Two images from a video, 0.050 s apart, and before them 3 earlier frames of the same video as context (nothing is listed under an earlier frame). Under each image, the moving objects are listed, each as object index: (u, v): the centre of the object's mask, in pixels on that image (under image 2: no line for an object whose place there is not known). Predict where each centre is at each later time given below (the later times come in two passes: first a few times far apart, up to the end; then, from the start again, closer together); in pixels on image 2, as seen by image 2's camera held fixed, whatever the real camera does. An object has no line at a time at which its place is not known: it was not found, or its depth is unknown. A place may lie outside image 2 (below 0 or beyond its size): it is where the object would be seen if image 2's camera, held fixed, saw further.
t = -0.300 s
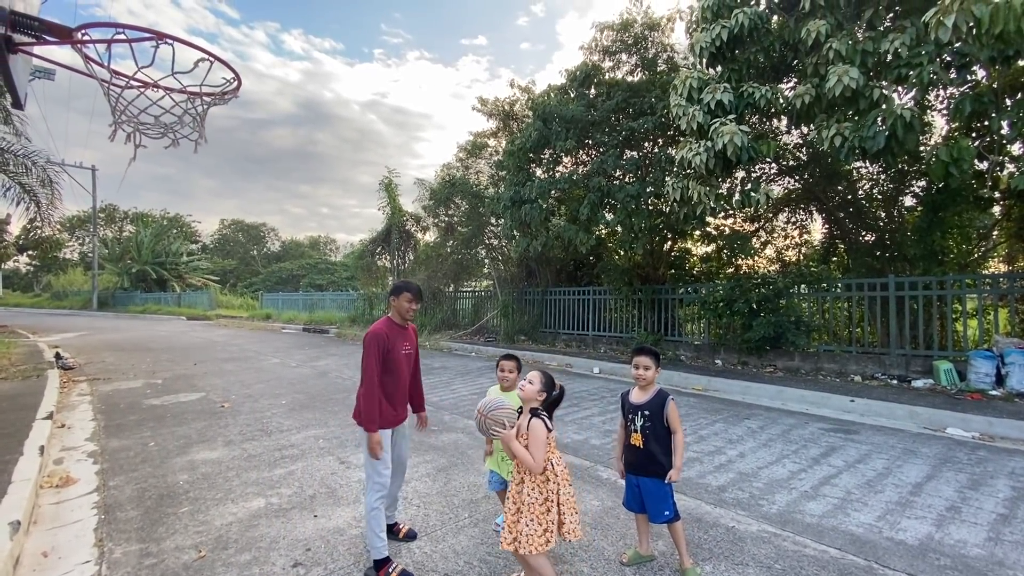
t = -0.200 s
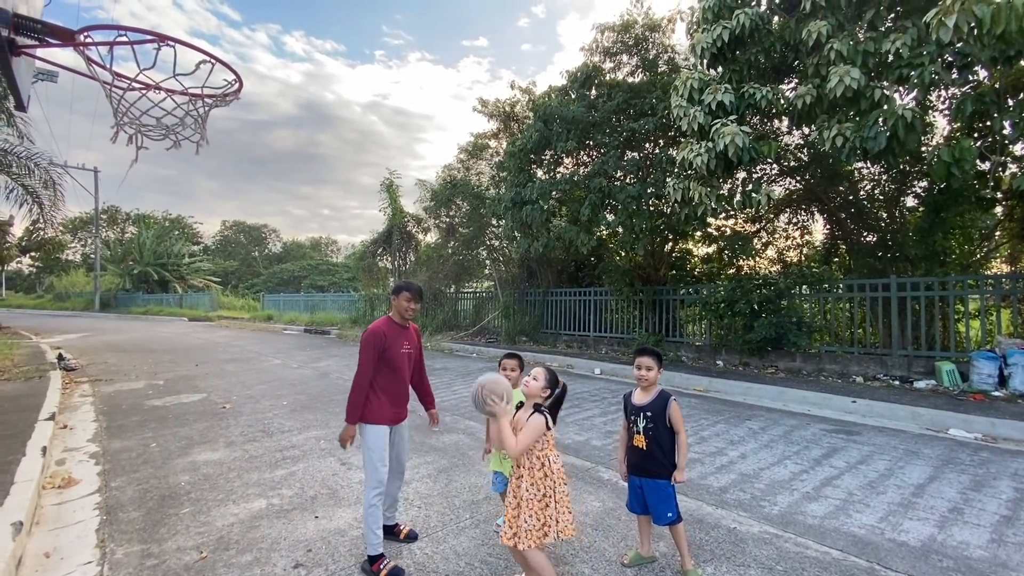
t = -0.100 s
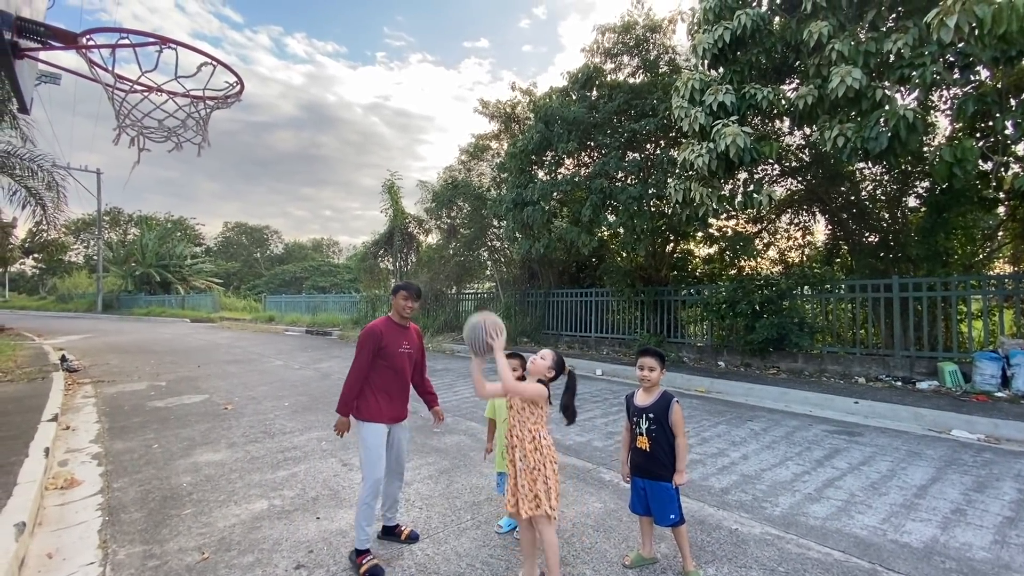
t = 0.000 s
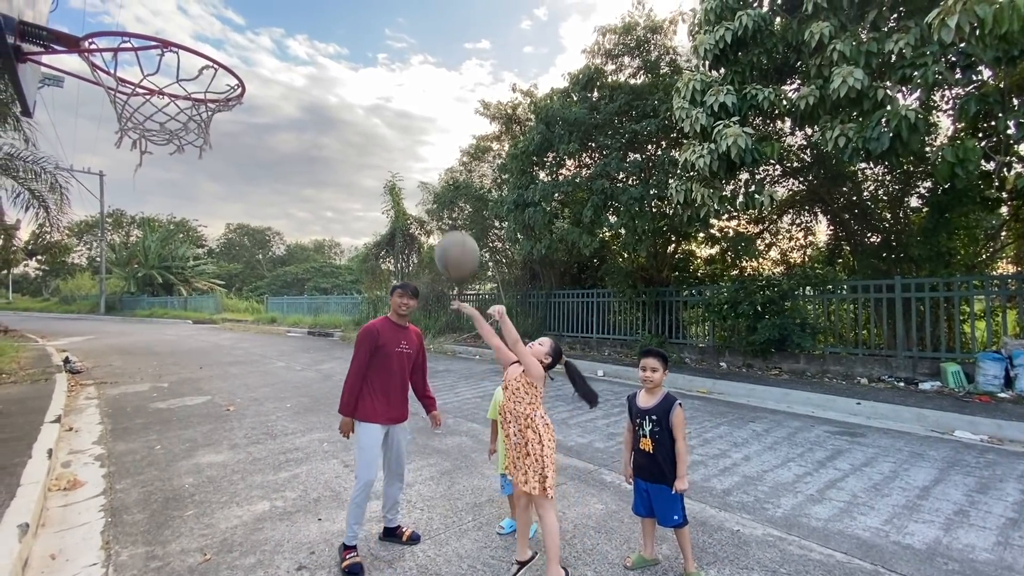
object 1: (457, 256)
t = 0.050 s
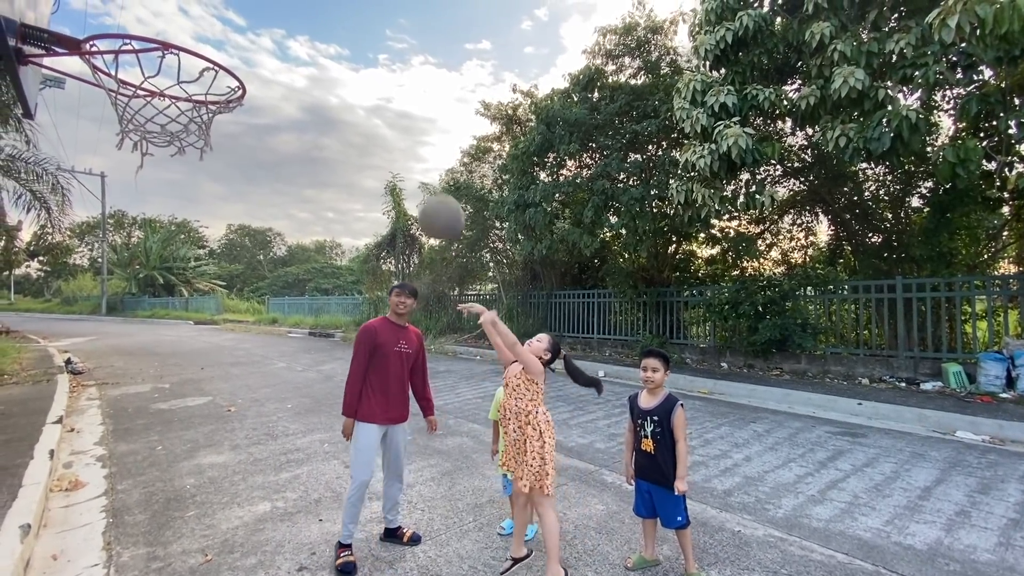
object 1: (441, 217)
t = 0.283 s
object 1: (368, 100)
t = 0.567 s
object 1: (305, 48)
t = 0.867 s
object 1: (225, 39)
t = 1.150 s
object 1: (136, 130)
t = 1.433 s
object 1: (191, 314)
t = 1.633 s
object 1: (219, 516)
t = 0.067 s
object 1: (435, 206)
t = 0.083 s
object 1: (429, 194)
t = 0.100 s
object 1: (423, 183)
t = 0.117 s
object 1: (416, 171)
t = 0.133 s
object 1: (410, 160)
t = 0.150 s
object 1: (404, 150)
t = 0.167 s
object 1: (398, 139)
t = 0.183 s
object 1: (391, 130)
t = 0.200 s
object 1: (385, 121)
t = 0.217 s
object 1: (381, 117)
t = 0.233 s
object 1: (378, 112)
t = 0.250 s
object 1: (375, 108)
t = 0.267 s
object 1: (371, 104)
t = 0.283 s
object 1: (368, 100)
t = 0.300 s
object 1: (364, 95)
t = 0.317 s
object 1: (361, 92)
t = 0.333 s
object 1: (357, 88)
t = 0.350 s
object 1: (354, 84)
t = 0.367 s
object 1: (350, 81)
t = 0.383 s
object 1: (347, 77)
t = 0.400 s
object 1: (343, 74)
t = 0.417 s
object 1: (339, 71)
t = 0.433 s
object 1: (336, 68)
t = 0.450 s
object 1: (332, 65)
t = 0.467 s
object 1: (328, 62)
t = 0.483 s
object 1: (324, 59)
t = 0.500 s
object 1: (321, 57)
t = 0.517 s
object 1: (317, 54)
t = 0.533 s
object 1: (312, 52)
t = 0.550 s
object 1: (308, 50)
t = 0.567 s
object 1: (305, 48)
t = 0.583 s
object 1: (300, 46)
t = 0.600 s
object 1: (297, 44)
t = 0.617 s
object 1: (292, 43)
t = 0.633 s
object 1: (288, 41)
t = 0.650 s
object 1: (284, 40)
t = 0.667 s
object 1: (280, 39)
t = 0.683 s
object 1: (276, 38)
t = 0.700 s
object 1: (271, 37)
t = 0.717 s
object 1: (267, 37)
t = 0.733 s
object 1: (262, 36)
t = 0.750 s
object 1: (258, 36)
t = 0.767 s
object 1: (253, 36)
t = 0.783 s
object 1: (249, 36)
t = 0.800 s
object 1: (244, 37)
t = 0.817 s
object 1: (240, 37)
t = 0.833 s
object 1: (235, 37)
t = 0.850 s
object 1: (230, 38)
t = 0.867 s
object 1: (225, 39)
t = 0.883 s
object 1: (221, 39)
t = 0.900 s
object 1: (215, 42)
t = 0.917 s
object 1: (210, 43)
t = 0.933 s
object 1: (205, 45)
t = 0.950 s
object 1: (195, 50)
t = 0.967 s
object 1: (185, 55)
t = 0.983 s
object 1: (173, 60)
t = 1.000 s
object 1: (162, 66)
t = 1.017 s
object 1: (151, 72)
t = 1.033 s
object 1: (141, 80)
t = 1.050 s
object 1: (138, 91)
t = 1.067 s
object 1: (134, 97)
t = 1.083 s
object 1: (132, 105)
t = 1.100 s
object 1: (130, 111)
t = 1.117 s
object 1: (130, 118)
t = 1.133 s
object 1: (132, 123)
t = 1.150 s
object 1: (136, 130)
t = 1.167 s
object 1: (138, 137)
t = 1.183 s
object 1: (143, 145)
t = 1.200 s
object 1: (147, 153)
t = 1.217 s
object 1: (150, 161)
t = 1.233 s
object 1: (154, 169)
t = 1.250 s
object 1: (157, 179)
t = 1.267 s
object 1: (161, 189)
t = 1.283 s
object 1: (164, 199)
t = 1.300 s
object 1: (167, 211)
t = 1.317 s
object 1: (171, 222)
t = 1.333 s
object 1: (174, 235)
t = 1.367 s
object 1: (179, 259)
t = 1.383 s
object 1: (182, 272)
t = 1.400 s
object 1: (185, 284)
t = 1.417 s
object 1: (189, 299)
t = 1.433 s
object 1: (191, 314)
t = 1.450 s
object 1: (193, 329)
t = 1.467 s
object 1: (196, 345)
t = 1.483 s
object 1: (198, 362)
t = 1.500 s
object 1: (201, 374)
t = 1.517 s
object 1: (203, 391)
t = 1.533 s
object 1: (206, 408)
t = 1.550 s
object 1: (207, 425)
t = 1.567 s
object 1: (210, 443)
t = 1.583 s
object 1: (212, 461)
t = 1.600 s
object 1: (214, 478)
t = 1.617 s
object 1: (216, 498)
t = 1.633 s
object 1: (219, 516)
